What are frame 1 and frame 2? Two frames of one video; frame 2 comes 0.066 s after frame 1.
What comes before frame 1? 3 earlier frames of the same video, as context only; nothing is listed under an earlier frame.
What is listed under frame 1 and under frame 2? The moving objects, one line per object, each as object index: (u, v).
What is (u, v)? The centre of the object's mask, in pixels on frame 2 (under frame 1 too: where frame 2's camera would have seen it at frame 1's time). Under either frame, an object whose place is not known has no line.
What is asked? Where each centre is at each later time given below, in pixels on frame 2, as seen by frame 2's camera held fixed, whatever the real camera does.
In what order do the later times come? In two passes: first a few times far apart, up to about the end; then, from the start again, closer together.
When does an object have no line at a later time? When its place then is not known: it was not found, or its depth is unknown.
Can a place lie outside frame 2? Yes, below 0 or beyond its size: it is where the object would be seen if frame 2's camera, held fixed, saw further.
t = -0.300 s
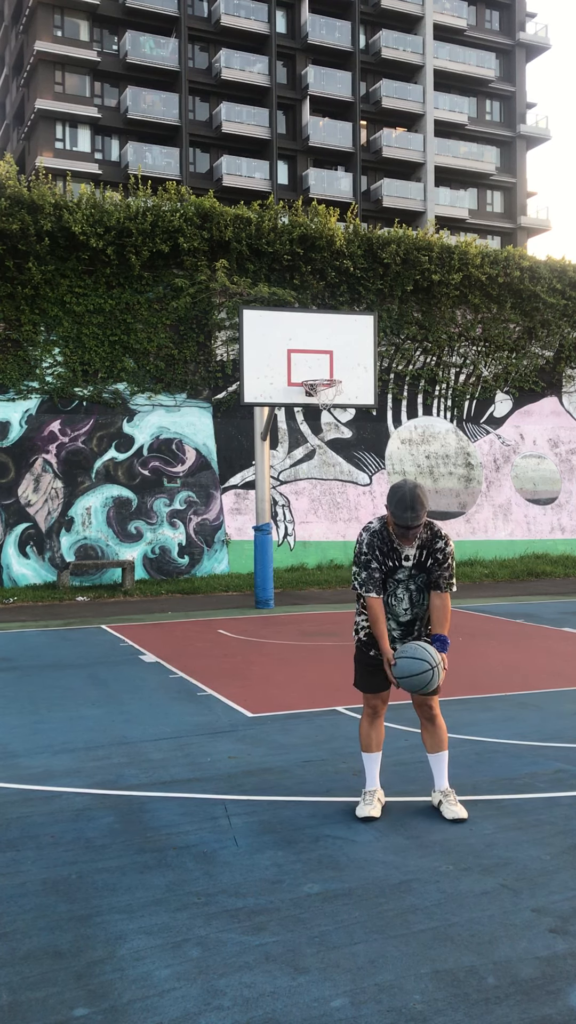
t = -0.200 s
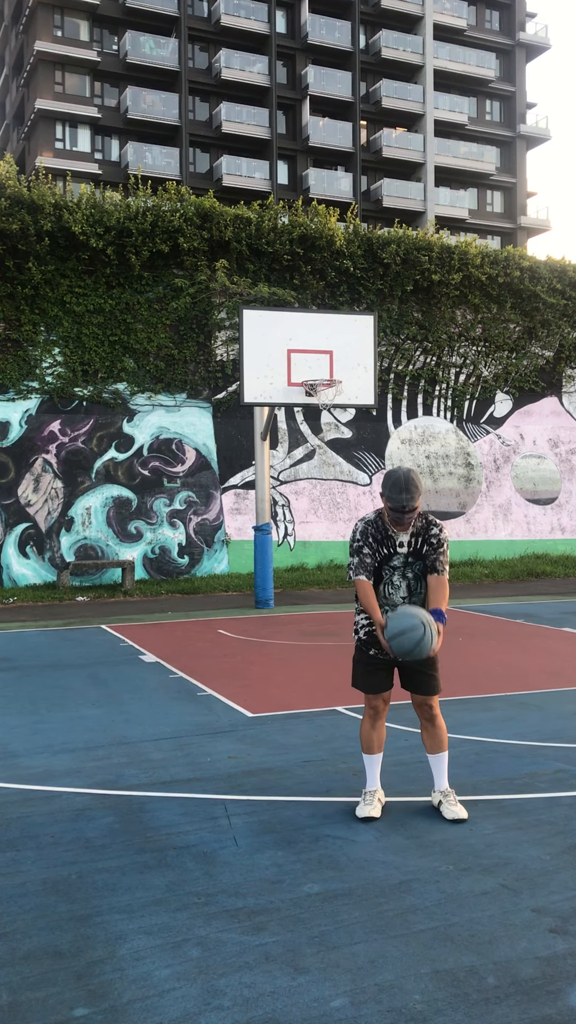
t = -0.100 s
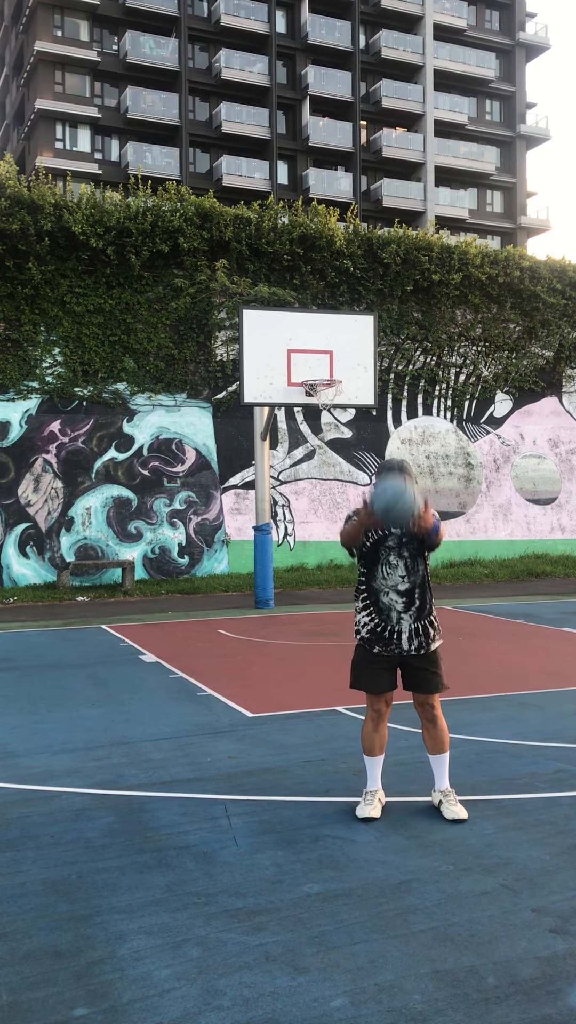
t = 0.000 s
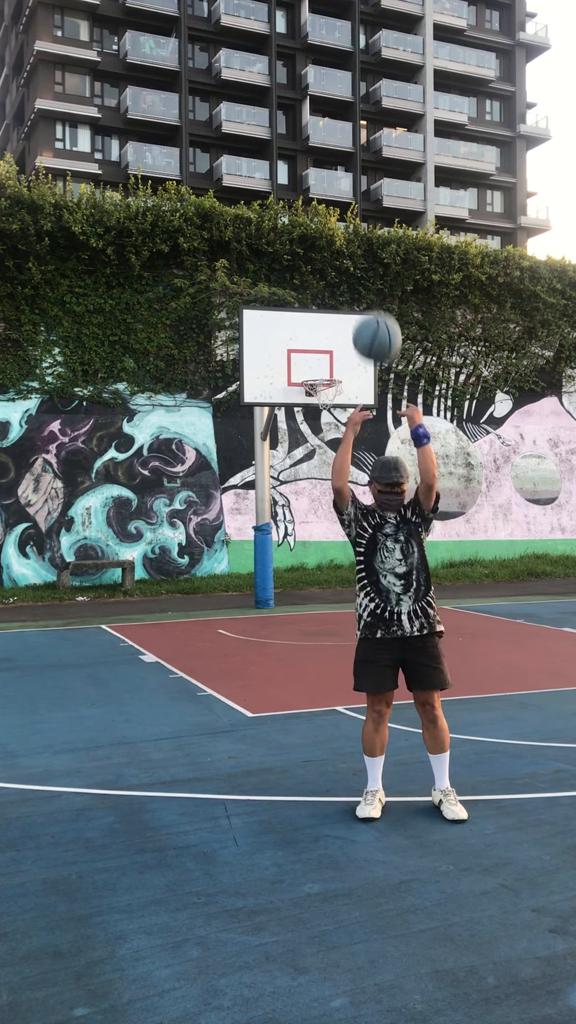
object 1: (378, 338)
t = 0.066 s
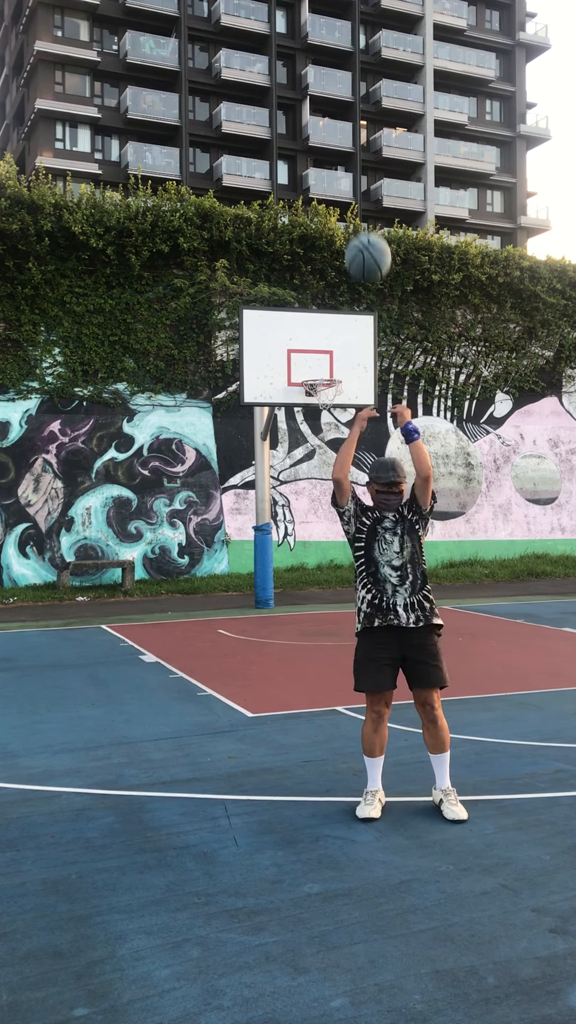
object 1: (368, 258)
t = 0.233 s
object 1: (349, 129)
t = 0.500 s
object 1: (328, 62)
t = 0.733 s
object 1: (315, 85)
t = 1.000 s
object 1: (306, 169)
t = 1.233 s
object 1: (302, 277)
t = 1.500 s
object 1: (316, 359)
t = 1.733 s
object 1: (360, 325)
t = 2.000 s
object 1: (419, 347)
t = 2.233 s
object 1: (478, 429)
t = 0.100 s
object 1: (364, 224)
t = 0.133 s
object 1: (360, 196)
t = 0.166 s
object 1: (356, 170)
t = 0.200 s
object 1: (353, 149)
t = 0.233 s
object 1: (349, 129)
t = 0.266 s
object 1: (346, 113)
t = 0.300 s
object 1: (343, 101)
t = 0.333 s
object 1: (340, 90)
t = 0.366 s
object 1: (338, 80)
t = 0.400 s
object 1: (335, 73)
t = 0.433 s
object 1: (332, 68)
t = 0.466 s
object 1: (330, 64)
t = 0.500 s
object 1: (328, 62)
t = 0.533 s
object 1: (326, 61)
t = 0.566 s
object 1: (324, 62)
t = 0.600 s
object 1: (322, 65)
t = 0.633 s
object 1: (320, 69)
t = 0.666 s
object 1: (318, 74)
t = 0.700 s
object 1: (316, 79)
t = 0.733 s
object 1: (315, 85)
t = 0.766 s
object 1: (315, 94)
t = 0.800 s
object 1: (313, 101)
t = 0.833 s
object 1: (312, 111)
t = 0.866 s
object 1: (311, 121)
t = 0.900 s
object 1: (309, 133)
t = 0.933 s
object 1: (309, 144)
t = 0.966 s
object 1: (308, 156)
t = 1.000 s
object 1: (306, 169)
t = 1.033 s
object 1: (306, 183)
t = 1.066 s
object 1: (305, 198)
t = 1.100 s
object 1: (304, 212)
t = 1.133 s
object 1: (304, 228)
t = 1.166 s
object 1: (303, 244)
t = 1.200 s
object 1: (302, 261)
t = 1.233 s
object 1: (302, 277)
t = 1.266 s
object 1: (302, 295)
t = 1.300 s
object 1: (301, 311)
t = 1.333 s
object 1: (300, 329)
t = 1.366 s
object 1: (300, 347)
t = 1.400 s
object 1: (300, 365)
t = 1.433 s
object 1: (304, 374)
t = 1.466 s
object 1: (310, 367)
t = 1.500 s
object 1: (316, 359)
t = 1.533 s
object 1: (321, 351)
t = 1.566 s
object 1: (328, 345)
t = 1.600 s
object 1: (334, 339)
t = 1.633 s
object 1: (340, 334)
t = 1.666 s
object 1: (347, 330)
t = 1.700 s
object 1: (353, 327)
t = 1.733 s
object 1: (360, 325)
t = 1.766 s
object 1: (368, 324)
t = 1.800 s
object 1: (375, 324)
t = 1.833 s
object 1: (382, 325)
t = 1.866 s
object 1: (389, 327)
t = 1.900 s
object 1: (396, 330)
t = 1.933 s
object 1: (404, 335)
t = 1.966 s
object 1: (412, 340)
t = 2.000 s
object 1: (419, 347)
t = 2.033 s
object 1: (428, 355)
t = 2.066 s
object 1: (436, 364)
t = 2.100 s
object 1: (444, 374)
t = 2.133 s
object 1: (453, 386)
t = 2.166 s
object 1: (461, 399)
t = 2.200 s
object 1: (469, 414)
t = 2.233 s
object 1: (478, 429)
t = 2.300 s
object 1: (496, 467)
